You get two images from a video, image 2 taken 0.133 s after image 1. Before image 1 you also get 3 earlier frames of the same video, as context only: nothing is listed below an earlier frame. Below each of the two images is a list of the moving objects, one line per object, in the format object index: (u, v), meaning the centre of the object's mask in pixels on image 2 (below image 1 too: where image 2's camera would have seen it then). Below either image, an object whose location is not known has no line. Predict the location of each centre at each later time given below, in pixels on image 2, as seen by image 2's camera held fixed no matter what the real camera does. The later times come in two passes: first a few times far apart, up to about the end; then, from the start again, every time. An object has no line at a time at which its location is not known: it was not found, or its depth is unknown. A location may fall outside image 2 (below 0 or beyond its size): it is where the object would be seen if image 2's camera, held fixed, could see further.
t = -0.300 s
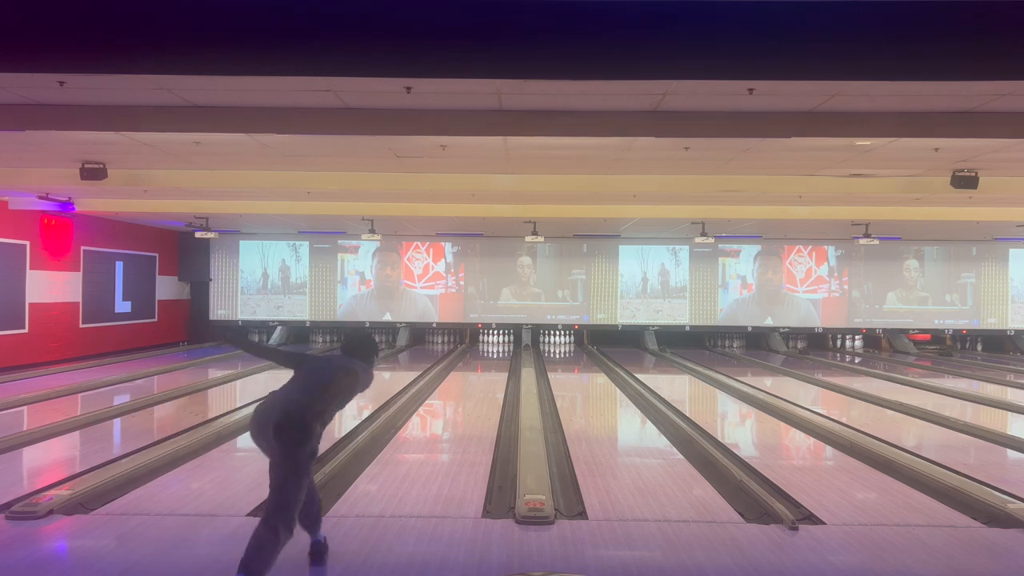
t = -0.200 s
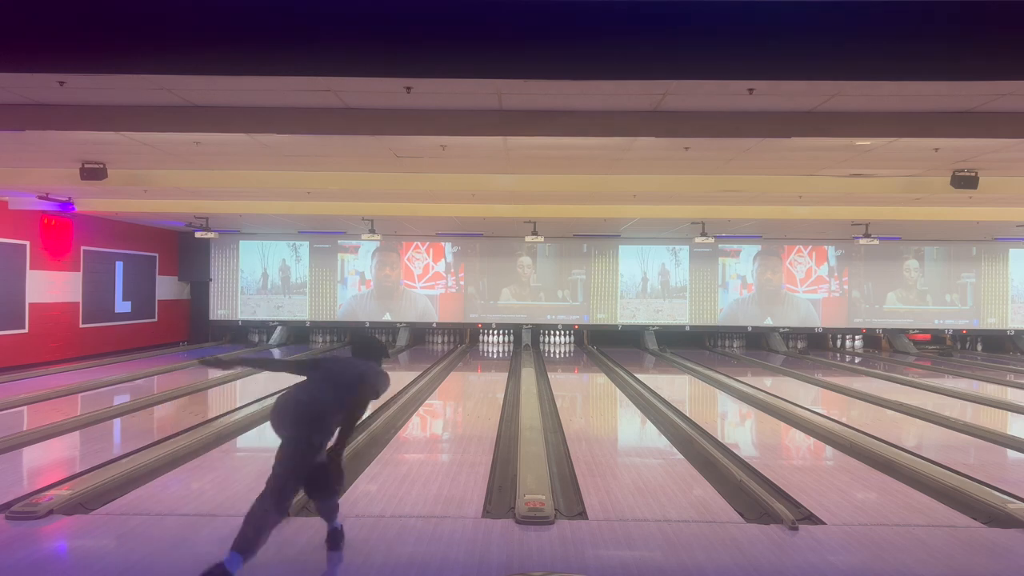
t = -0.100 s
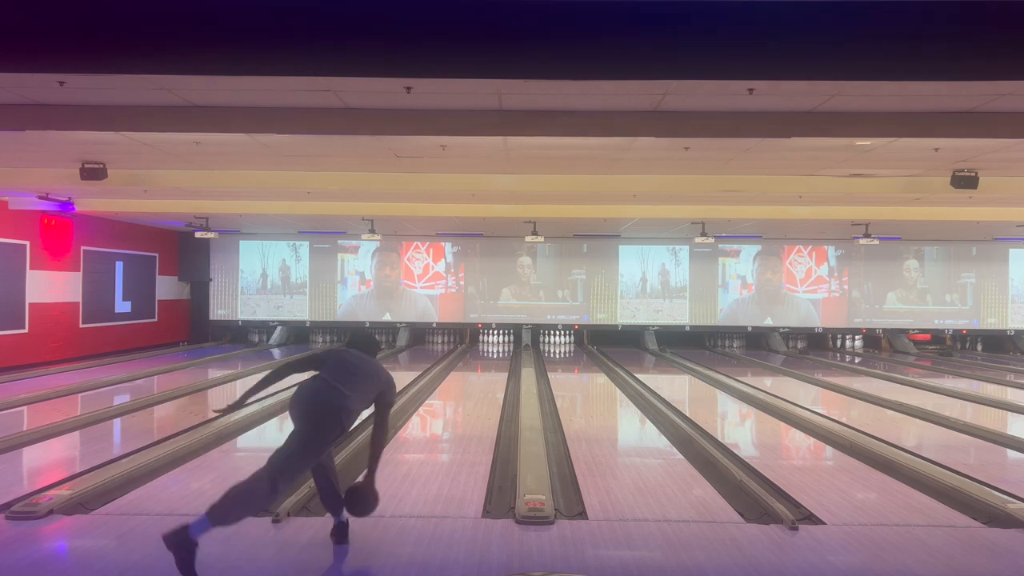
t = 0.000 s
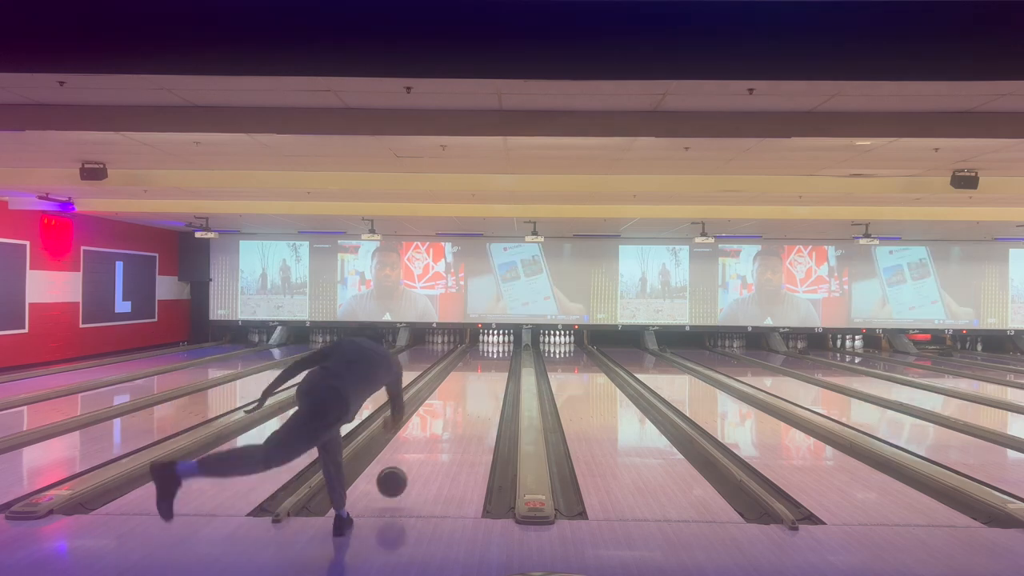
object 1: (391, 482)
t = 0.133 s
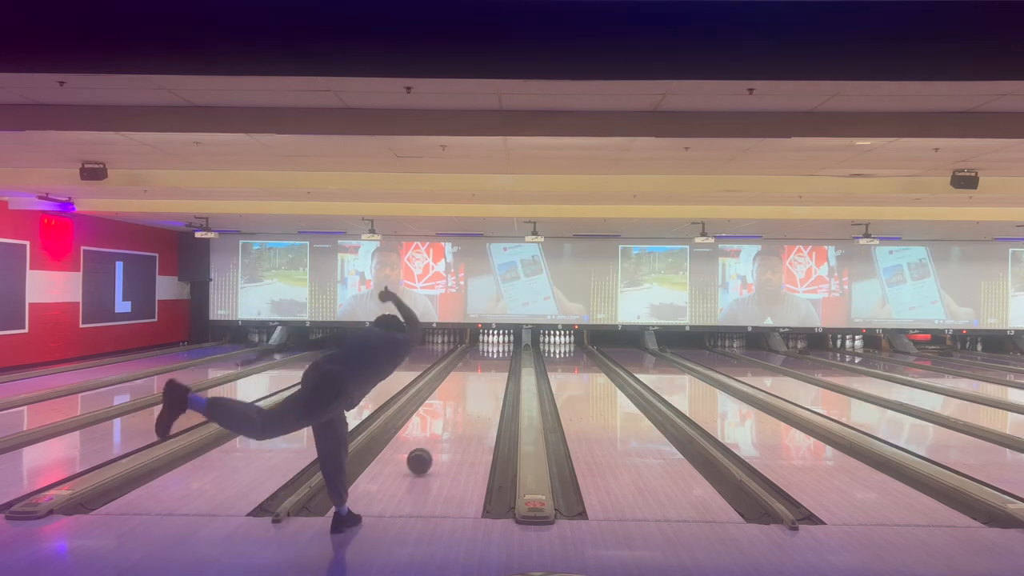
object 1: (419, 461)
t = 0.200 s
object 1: (430, 450)
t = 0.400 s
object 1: (454, 422)
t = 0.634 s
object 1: (474, 400)
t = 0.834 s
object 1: (485, 386)
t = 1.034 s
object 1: (493, 375)
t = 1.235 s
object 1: (499, 367)
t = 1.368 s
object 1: (502, 363)
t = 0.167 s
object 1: (425, 455)
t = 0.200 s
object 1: (430, 450)
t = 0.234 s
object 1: (435, 445)
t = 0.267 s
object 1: (439, 440)
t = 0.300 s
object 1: (443, 435)
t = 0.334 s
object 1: (447, 430)
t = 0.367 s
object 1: (451, 426)
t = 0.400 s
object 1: (454, 422)
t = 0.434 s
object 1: (458, 418)
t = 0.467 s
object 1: (461, 415)
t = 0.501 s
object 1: (464, 411)
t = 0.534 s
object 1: (466, 408)
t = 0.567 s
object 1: (469, 405)
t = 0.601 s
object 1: (471, 402)
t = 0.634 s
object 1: (474, 400)
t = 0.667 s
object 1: (476, 397)
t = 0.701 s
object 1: (478, 394)
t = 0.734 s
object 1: (480, 392)
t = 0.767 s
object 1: (481, 390)
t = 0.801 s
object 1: (483, 388)
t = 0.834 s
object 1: (485, 386)
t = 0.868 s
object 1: (487, 384)
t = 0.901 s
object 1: (488, 382)
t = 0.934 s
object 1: (489, 381)
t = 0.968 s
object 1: (490, 379)
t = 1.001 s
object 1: (492, 377)
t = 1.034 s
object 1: (493, 375)
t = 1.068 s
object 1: (494, 374)
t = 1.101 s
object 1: (495, 373)
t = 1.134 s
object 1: (496, 371)
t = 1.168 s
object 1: (497, 370)
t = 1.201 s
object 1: (498, 368)
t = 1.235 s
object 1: (499, 367)
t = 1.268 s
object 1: (500, 367)
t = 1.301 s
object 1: (501, 365)
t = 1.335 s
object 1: (502, 364)
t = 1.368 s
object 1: (502, 363)
